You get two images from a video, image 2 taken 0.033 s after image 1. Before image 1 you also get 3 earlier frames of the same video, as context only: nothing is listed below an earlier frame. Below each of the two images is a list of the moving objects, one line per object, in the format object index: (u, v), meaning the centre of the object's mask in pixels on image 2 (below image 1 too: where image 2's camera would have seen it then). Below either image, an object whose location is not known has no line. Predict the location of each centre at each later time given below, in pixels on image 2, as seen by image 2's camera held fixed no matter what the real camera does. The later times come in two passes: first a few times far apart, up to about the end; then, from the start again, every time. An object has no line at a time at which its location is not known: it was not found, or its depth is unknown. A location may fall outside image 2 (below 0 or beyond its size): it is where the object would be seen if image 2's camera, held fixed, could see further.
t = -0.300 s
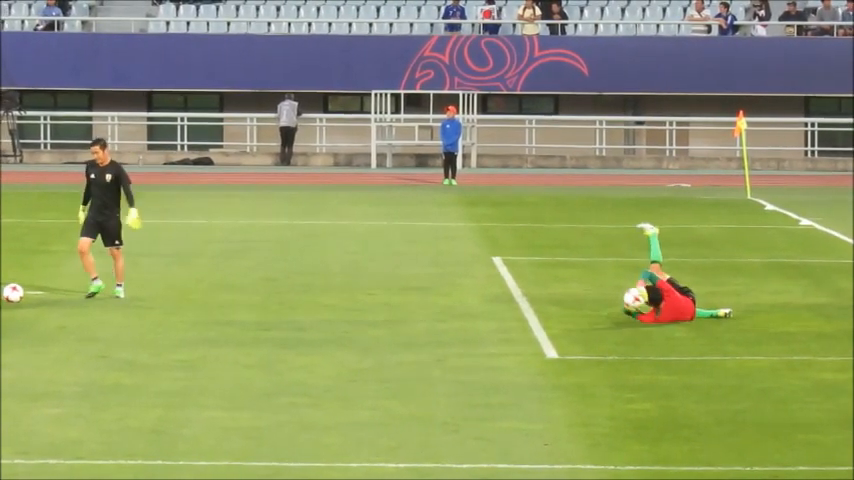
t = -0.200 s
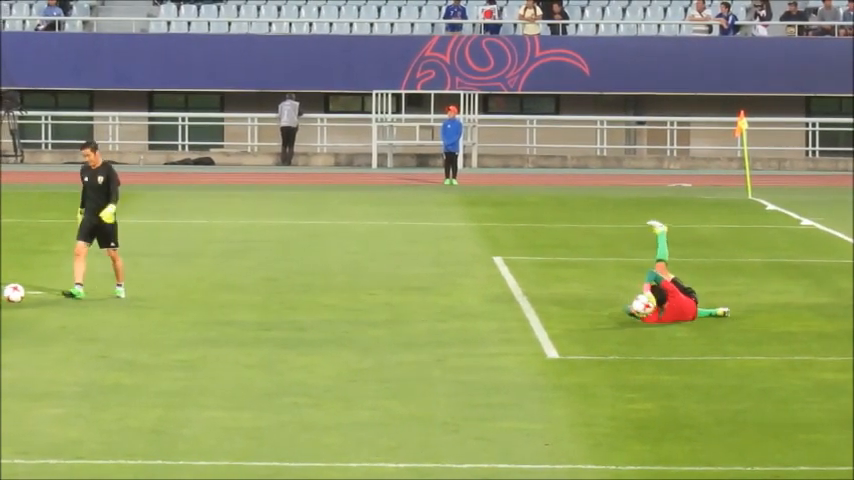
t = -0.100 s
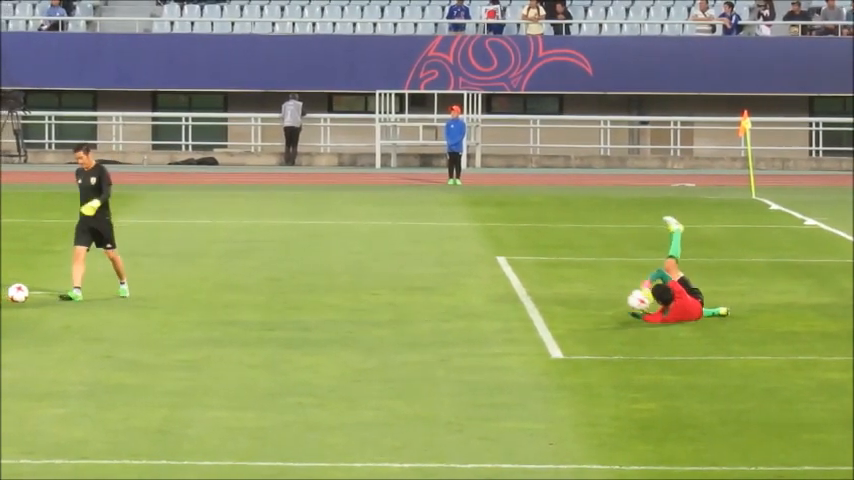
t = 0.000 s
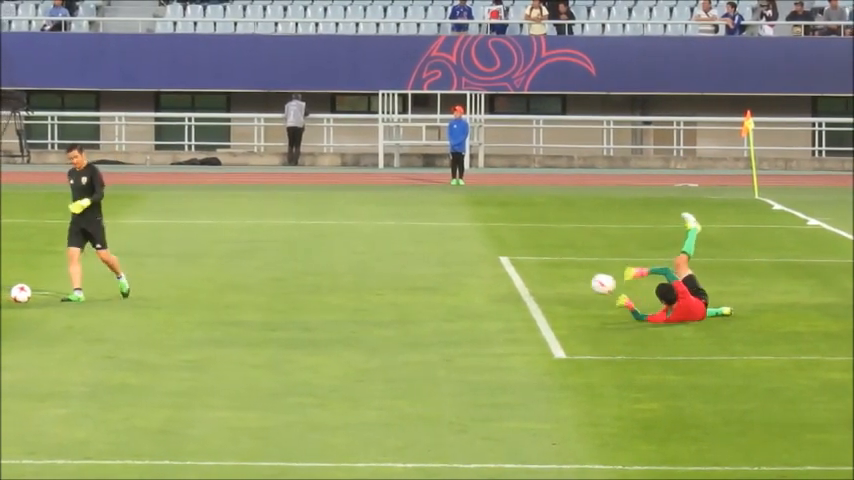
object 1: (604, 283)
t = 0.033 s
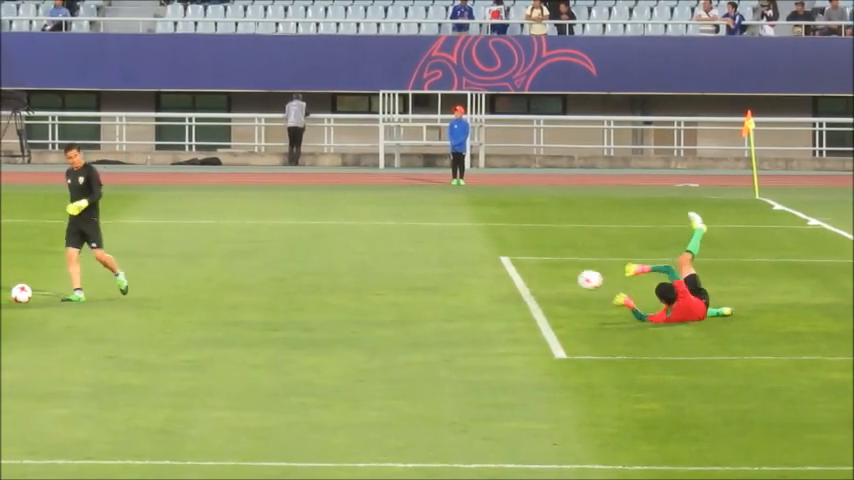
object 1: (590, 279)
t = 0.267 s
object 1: (496, 280)
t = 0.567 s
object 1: (406, 292)
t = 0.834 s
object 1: (353, 302)
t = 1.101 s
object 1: (302, 300)
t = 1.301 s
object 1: (265, 300)
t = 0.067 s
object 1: (576, 277)
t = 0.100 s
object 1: (562, 275)
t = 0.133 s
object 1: (549, 274)
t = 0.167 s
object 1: (536, 274)
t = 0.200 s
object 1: (523, 274)
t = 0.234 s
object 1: (509, 277)
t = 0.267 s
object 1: (496, 280)
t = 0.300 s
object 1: (483, 284)
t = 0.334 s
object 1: (470, 289)
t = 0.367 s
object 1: (456, 294)
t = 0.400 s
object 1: (444, 301)
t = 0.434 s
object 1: (433, 306)
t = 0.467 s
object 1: (426, 301)
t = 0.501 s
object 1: (419, 297)
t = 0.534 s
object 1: (413, 294)
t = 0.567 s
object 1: (406, 292)
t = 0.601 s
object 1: (399, 291)
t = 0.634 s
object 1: (393, 291)
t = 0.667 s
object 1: (386, 292)
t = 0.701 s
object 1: (380, 294)
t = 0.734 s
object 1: (373, 297)
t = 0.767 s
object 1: (367, 300)
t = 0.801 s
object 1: (360, 304)
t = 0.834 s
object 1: (353, 302)
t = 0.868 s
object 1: (346, 301)
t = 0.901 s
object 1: (340, 300)
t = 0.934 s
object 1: (333, 301)
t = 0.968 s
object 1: (327, 301)
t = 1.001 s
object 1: (320, 302)
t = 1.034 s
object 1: (314, 301)
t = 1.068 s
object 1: (308, 301)
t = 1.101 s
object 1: (302, 300)
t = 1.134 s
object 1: (295, 301)
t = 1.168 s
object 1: (289, 301)
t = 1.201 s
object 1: (283, 300)
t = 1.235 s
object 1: (277, 300)
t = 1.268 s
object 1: (271, 300)
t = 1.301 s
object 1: (265, 300)
